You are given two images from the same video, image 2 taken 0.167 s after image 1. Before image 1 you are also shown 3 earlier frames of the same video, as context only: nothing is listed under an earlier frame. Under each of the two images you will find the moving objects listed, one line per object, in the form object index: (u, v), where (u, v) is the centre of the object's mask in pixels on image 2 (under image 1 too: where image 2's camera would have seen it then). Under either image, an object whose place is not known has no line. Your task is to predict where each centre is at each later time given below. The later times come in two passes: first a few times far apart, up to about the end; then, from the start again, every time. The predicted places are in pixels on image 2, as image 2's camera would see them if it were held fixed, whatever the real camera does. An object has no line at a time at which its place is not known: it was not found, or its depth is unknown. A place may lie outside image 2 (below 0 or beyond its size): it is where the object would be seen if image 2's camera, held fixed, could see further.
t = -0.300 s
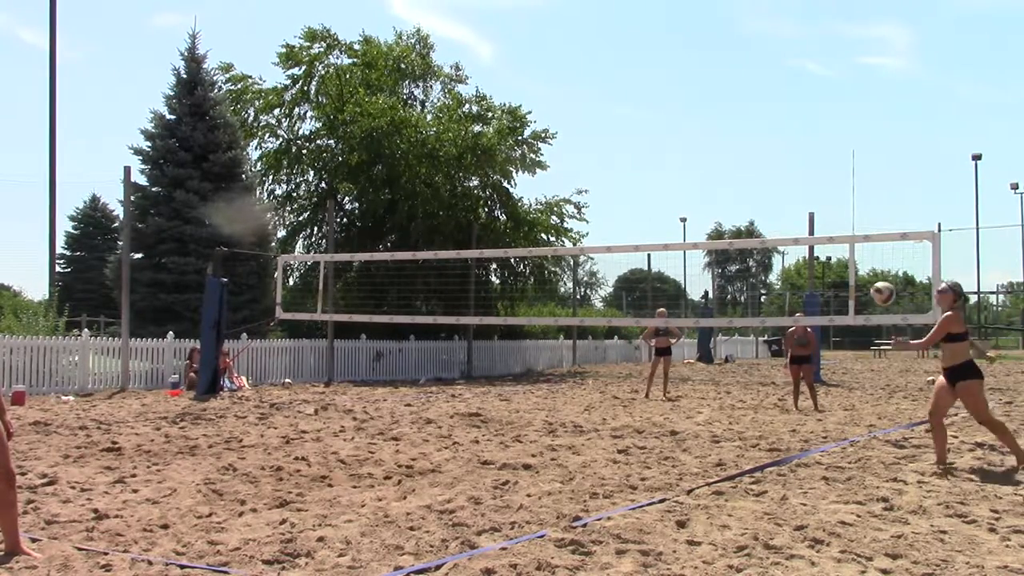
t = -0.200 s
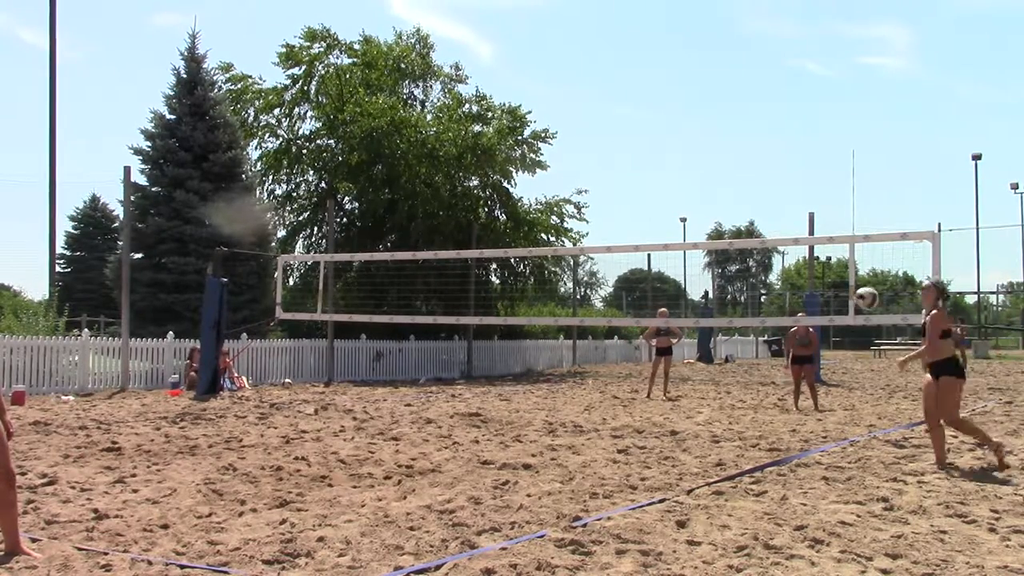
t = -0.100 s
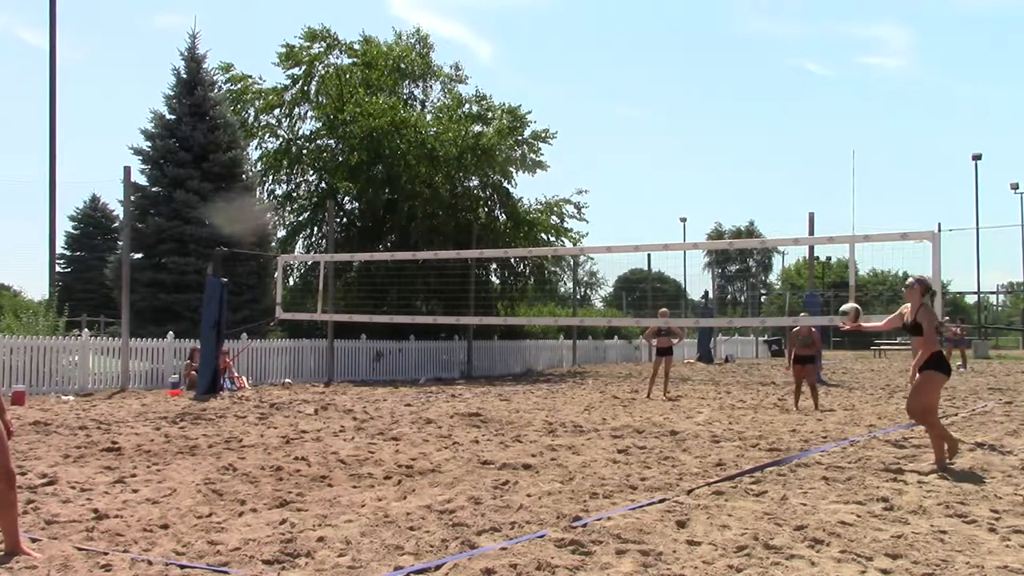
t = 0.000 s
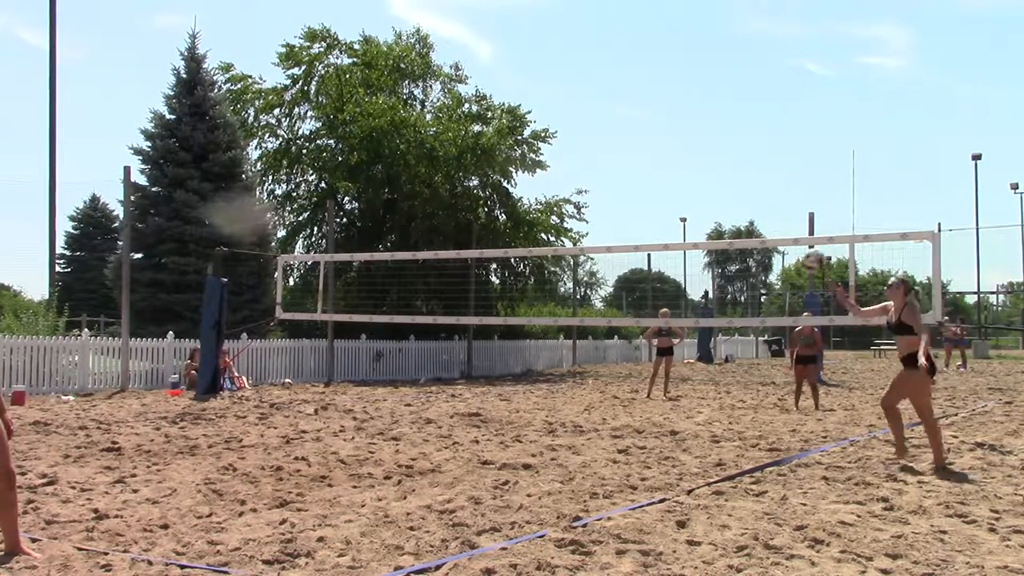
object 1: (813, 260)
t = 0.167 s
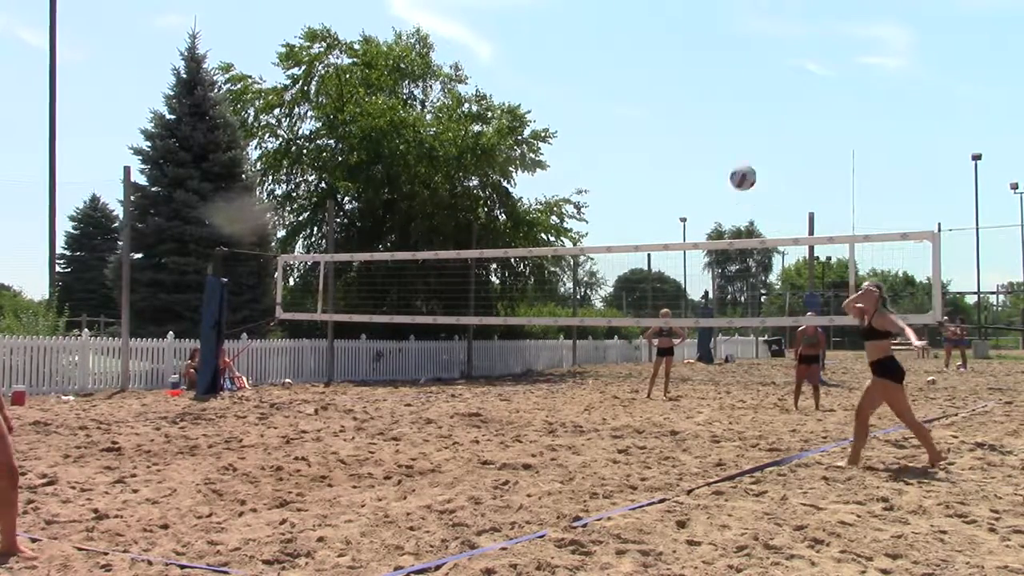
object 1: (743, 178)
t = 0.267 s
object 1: (696, 138)
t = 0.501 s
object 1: (570, 84)
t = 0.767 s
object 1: (393, 113)
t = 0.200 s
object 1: (728, 164)
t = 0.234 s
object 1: (712, 151)
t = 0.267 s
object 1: (696, 138)
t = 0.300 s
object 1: (680, 127)
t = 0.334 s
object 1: (663, 117)
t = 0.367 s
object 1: (645, 108)
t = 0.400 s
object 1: (627, 99)
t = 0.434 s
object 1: (608, 93)
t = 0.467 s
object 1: (590, 88)
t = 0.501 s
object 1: (570, 84)
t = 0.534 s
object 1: (550, 83)
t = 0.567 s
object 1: (530, 81)
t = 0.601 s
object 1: (509, 82)
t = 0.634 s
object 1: (488, 84)
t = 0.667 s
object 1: (465, 87)
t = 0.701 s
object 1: (441, 94)
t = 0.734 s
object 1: (419, 101)
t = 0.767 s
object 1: (393, 113)
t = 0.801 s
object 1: (367, 124)
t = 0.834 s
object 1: (340, 138)
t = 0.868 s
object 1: (313, 156)
